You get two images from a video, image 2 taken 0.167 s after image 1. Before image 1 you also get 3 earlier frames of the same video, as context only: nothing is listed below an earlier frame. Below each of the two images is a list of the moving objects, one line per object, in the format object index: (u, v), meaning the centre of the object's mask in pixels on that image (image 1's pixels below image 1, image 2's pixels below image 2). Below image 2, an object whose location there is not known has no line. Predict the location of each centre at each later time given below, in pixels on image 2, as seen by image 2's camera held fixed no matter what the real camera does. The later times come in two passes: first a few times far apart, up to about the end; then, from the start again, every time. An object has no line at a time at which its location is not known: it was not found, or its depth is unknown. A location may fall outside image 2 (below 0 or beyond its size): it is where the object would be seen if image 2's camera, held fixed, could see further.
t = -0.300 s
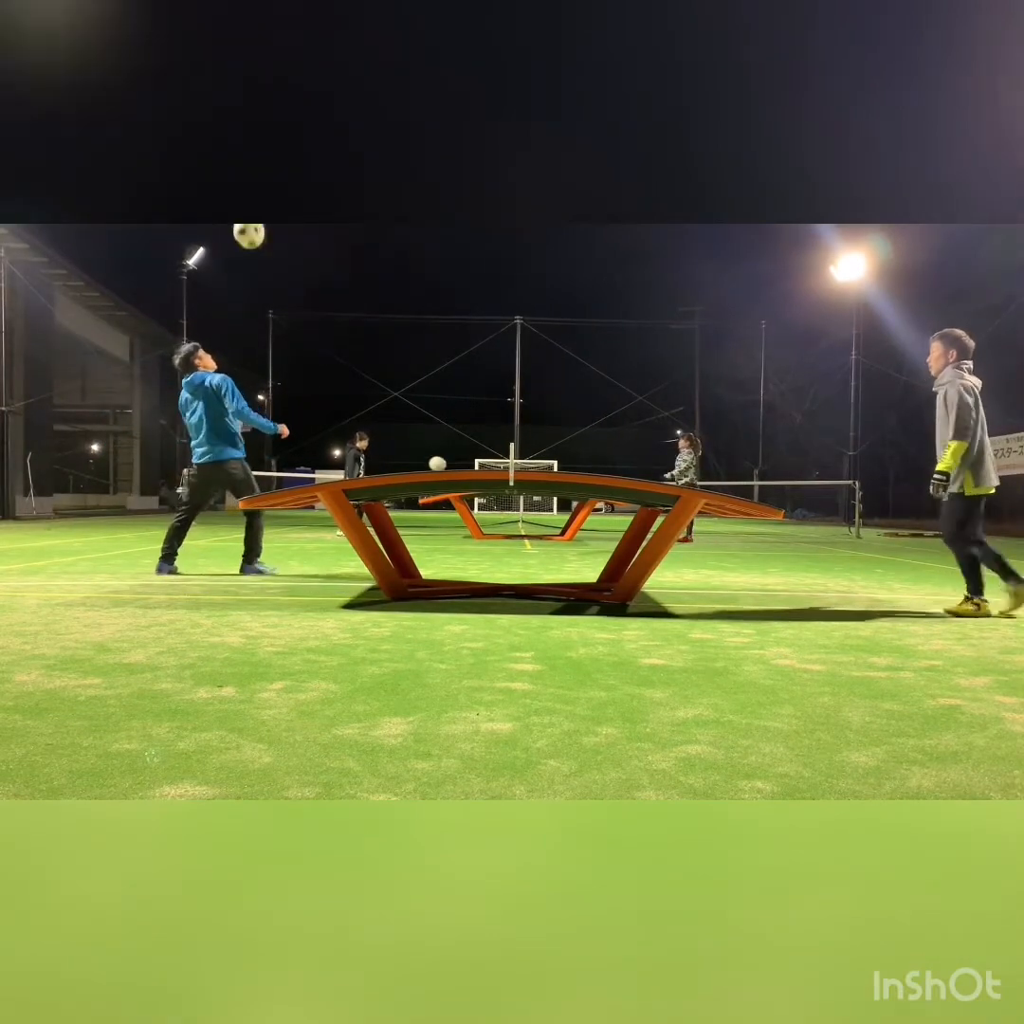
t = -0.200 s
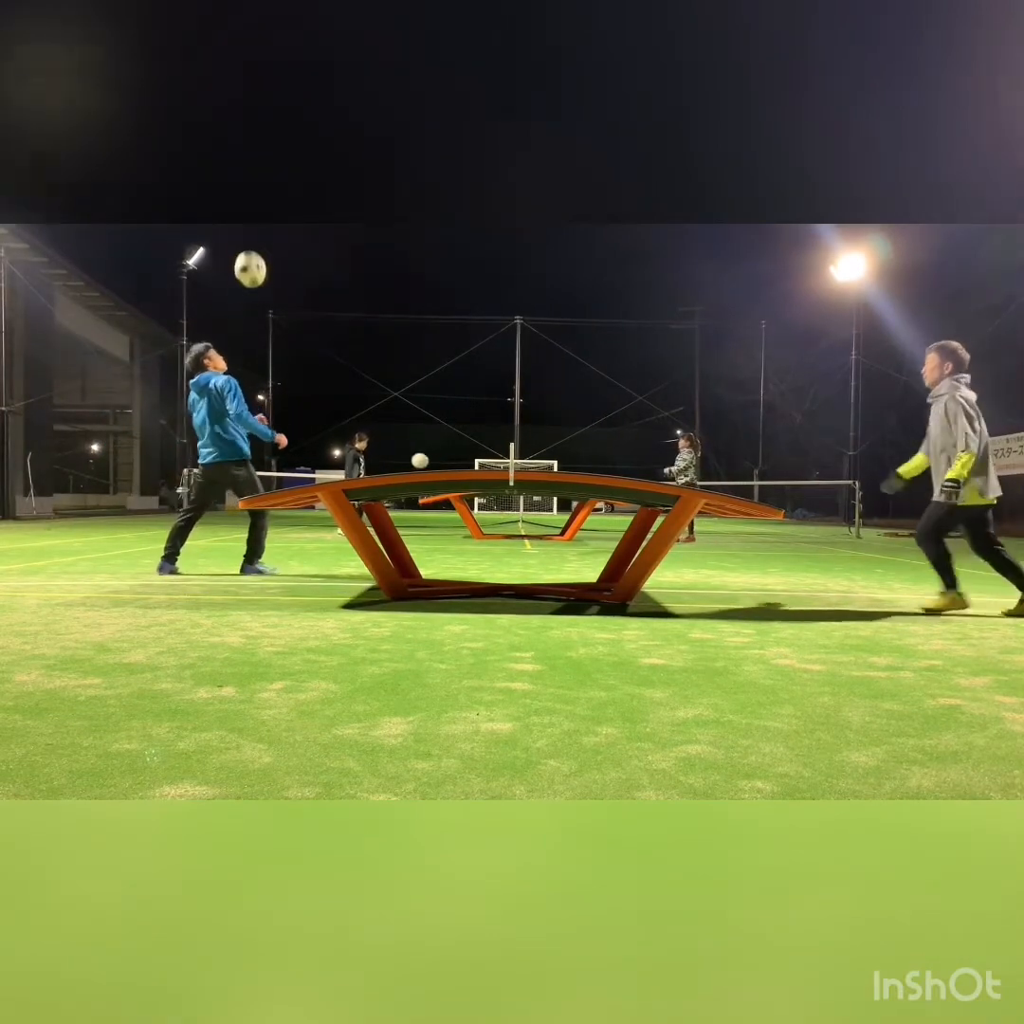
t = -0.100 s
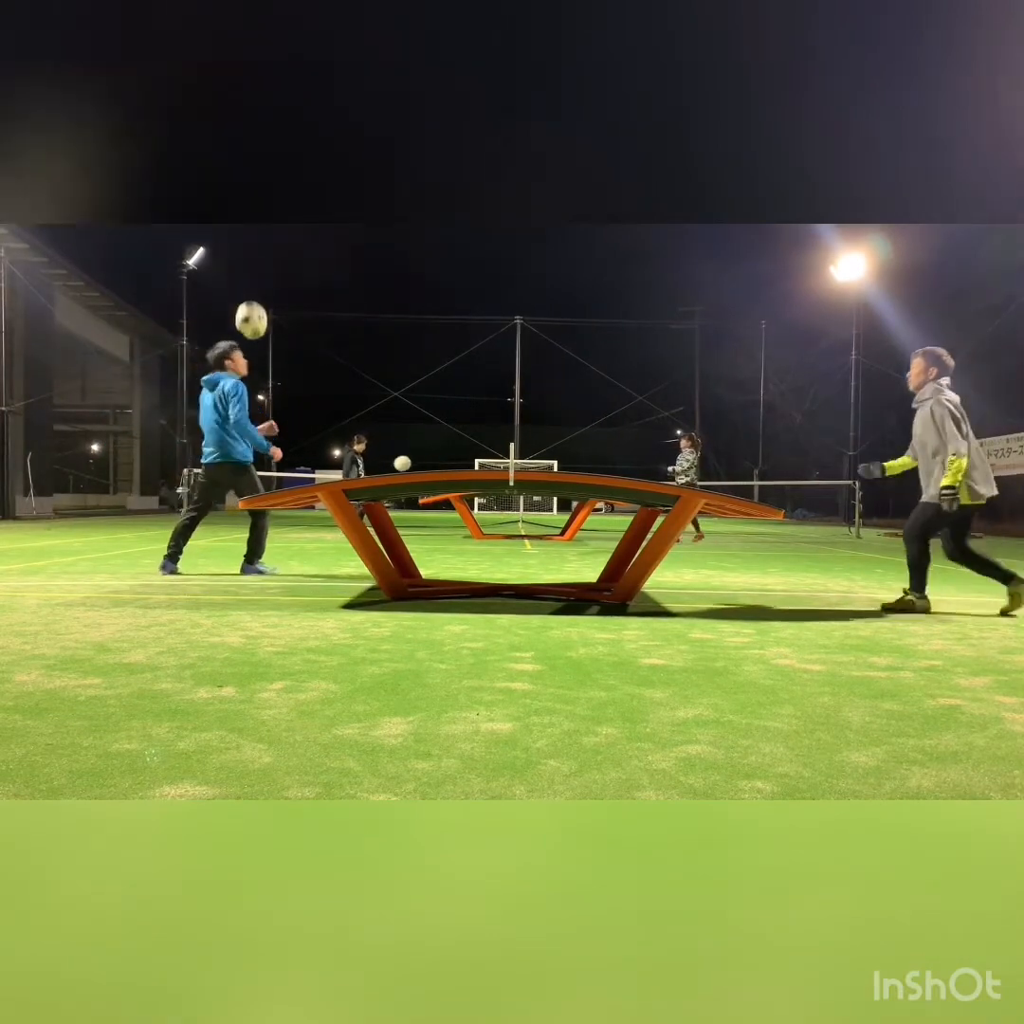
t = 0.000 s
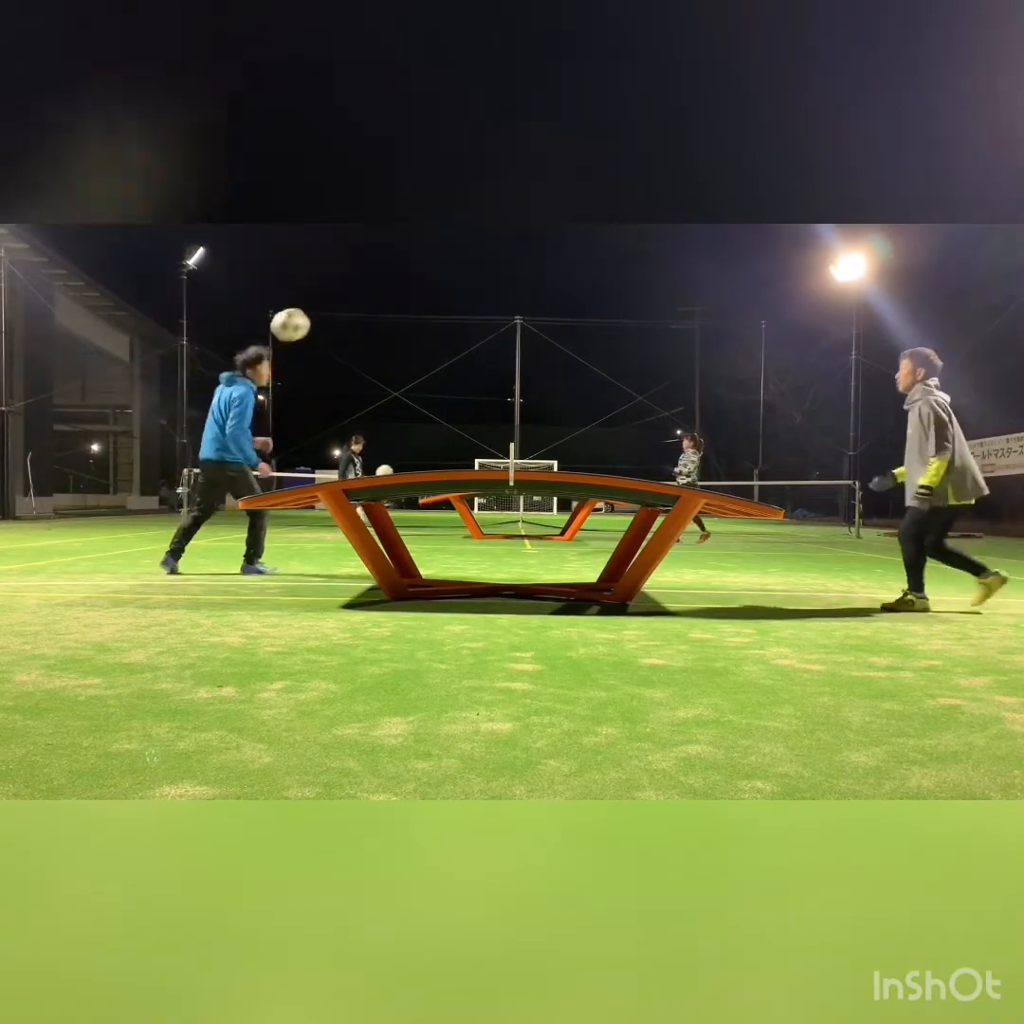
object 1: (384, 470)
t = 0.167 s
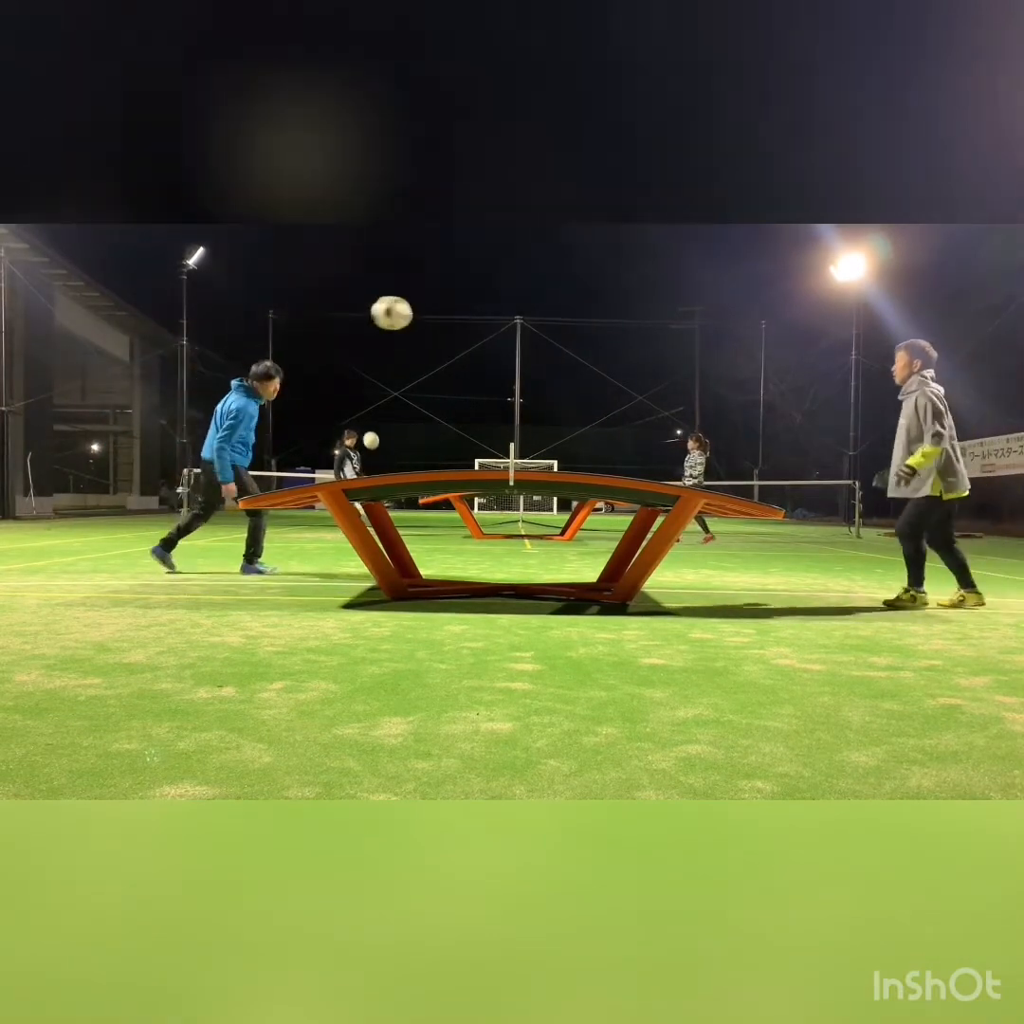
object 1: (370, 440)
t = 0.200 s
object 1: (369, 433)
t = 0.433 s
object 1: (354, 406)
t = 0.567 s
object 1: (346, 407)
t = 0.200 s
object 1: (369, 433)
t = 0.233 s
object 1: (367, 428)
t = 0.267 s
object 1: (365, 422)
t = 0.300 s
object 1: (362, 418)
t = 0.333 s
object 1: (360, 414)
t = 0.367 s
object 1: (358, 411)
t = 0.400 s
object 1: (356, 408)
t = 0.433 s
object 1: (354, 406)
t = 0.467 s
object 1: (352, 405)
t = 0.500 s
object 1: (350, 405)
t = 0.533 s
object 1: (348, 406)
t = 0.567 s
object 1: (346, 407)
